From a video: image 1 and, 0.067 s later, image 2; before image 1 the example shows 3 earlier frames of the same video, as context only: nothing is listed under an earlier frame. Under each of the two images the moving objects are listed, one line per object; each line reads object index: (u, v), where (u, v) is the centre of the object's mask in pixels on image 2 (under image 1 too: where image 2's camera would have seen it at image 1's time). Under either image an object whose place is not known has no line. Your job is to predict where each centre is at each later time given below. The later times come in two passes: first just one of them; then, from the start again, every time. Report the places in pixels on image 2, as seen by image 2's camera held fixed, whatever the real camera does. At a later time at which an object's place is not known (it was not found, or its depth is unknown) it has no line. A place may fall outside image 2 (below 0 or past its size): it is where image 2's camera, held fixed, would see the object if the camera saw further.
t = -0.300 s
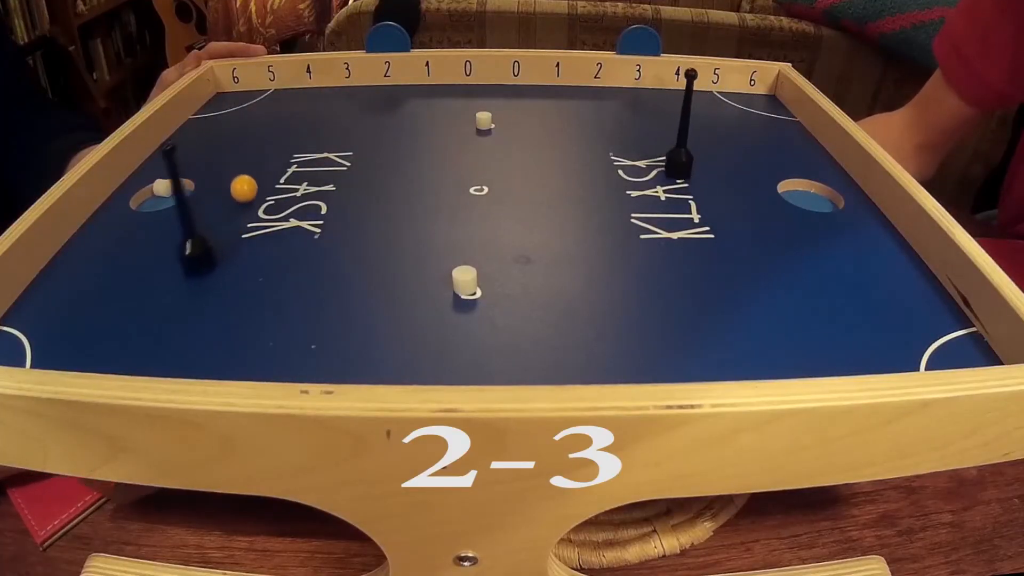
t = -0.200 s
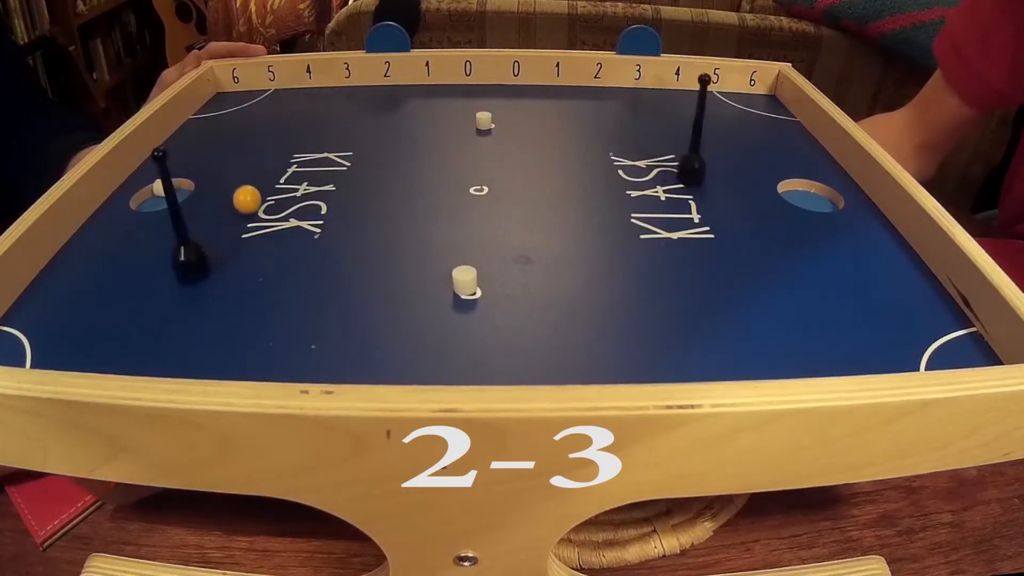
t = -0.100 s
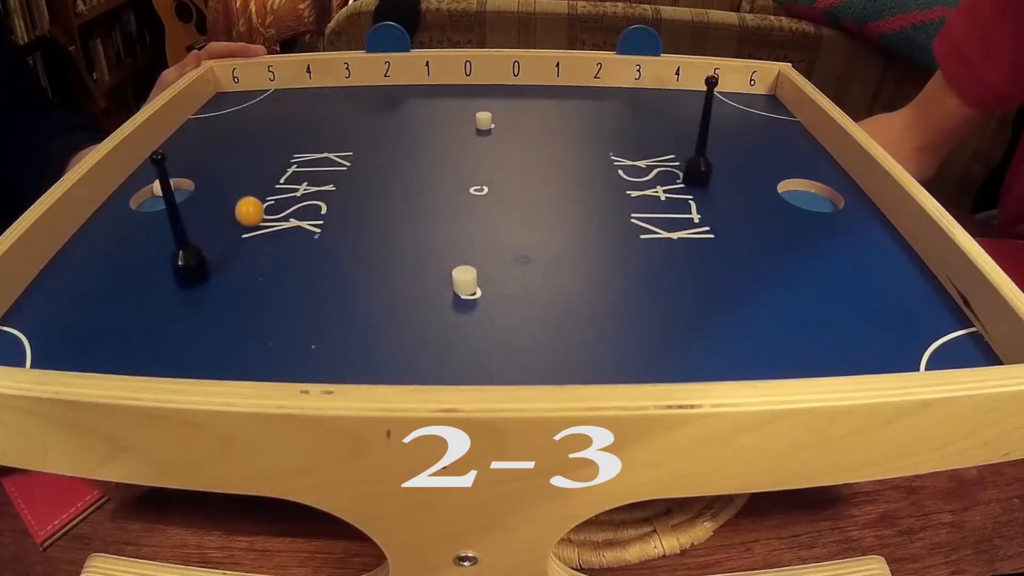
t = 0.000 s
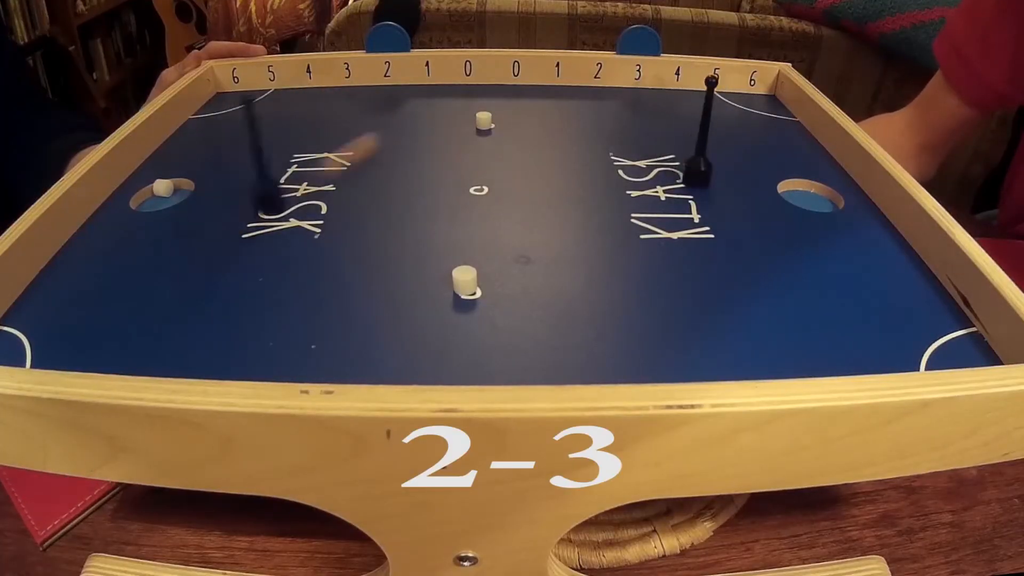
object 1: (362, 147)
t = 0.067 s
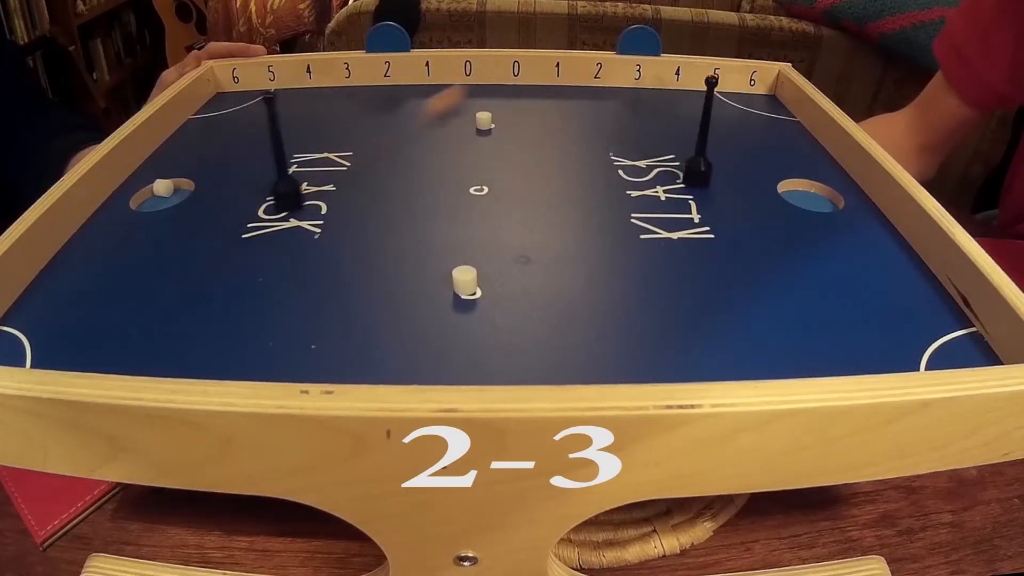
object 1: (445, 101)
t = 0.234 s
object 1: (597, 135)
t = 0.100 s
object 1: (478, 88)
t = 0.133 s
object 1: (511, 91)
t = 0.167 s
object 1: (536, 103)
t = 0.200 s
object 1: (565, 118)
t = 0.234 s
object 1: (597, 135)
